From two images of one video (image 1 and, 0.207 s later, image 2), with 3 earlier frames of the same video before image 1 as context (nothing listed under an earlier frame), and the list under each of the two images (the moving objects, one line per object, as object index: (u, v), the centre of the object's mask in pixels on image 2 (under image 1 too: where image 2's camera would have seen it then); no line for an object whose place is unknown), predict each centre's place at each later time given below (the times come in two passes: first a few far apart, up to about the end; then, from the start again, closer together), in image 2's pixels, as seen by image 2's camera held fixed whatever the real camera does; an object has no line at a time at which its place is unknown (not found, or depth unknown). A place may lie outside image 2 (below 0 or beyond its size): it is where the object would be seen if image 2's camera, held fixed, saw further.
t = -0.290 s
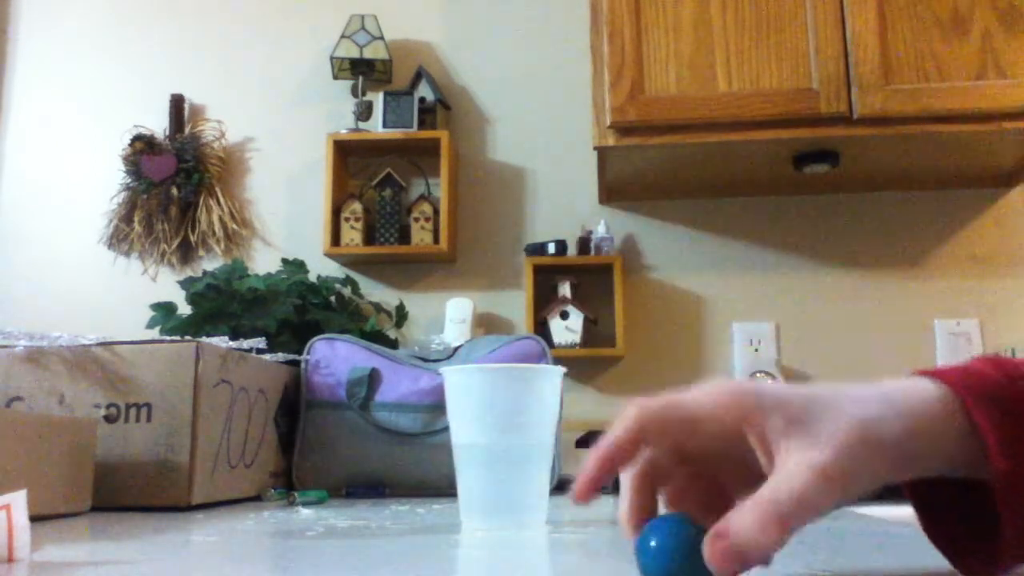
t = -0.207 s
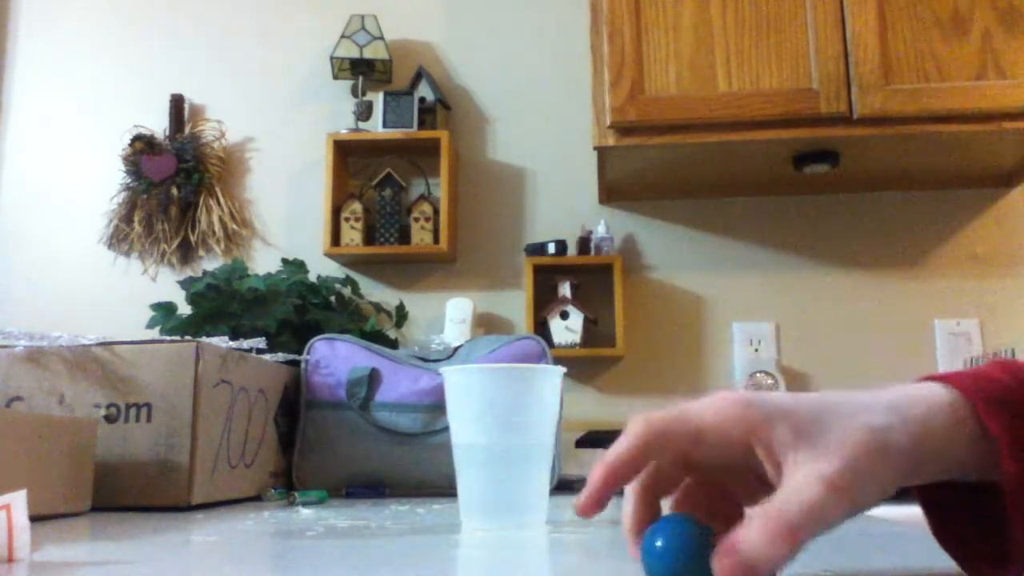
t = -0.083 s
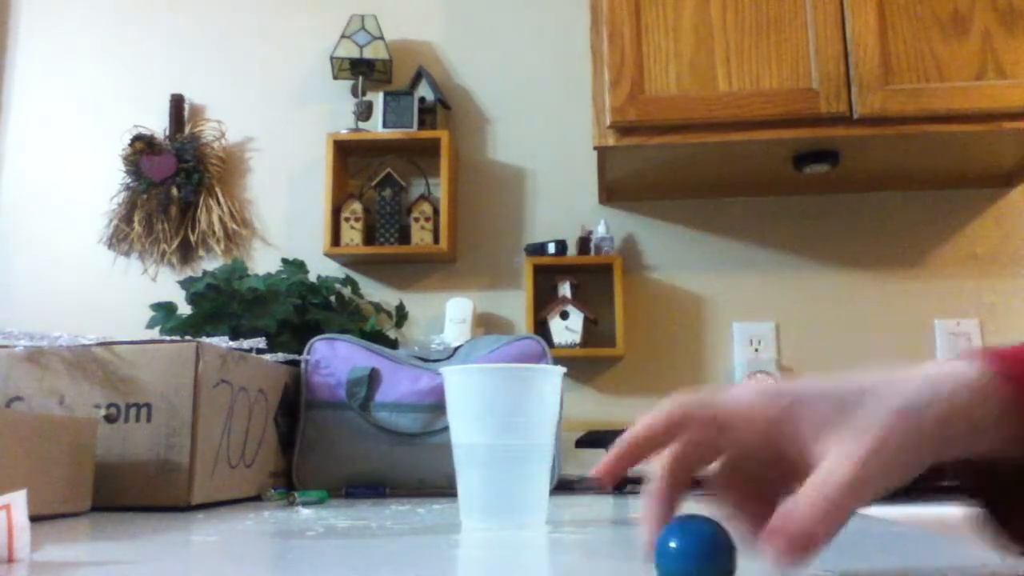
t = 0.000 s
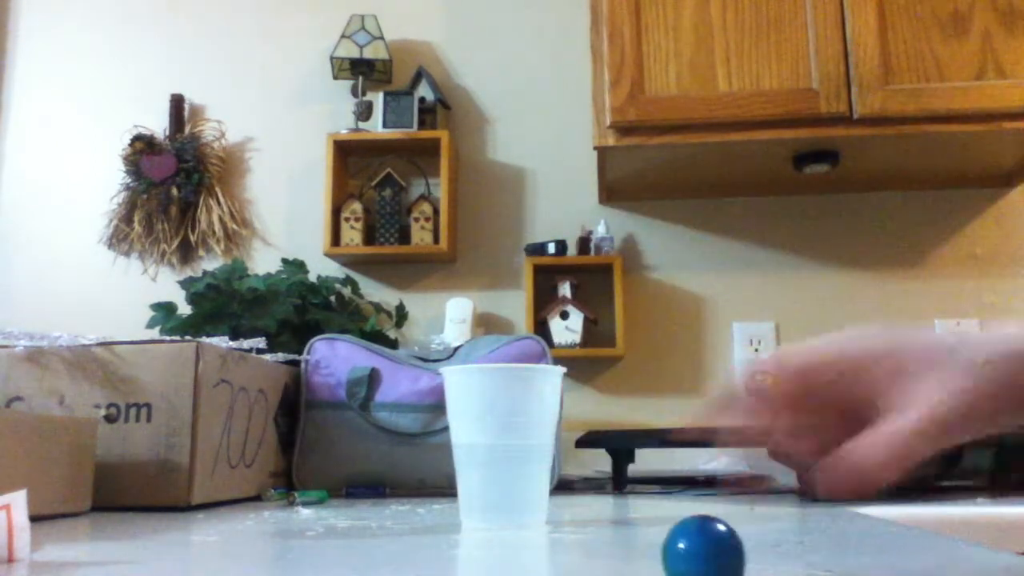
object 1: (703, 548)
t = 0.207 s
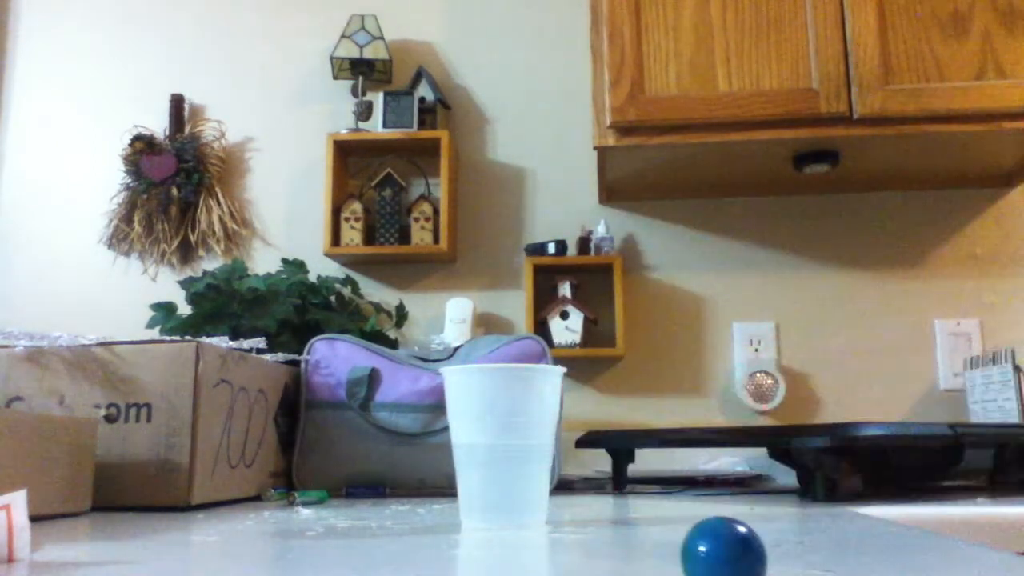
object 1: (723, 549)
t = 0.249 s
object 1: (728, 549)
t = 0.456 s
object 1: (734, 550)
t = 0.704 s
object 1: (742, 550)
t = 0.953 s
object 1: (727, 550)
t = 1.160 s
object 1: (730, 551)
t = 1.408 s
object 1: (720, 550)
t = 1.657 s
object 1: (728, 551)
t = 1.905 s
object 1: (729, 550)
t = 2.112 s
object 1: (729, 550)
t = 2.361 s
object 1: (731, 550)
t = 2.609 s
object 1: (731, 550)
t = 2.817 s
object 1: (730, 550)
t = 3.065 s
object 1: (730, 550)
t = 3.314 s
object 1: (729, 550)
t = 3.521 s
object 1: (729, 550)
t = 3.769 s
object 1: (729, 550)
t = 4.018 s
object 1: (729, 550)
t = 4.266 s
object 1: (729, 550)
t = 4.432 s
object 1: (729, 550)
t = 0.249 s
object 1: (728, 549)
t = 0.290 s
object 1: (733, 549)
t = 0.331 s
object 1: (735, 549)
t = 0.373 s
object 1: (734, 550)
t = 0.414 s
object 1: (733, 550)
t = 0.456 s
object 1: (734, 550)
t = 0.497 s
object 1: (736, 550)
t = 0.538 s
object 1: (740, 550)
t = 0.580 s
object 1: (742, 550)
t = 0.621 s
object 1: (743, 550)
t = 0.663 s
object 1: (743, 550)
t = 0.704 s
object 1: (742, 550)
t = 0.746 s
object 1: (739, 550)
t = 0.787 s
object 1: (736, 550)
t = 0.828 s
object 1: (732, 550)
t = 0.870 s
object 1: (728, 550)
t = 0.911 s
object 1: (727, 550)
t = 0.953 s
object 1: (727, 550)
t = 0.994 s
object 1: (729, 550)
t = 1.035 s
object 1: (730, 550)
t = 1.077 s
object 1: (730, 551)
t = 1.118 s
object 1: (730, 551)
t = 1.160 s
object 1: (730, 551)
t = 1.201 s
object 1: (728, 551)
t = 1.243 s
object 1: (726, 551)
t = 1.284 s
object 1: (723, 550)
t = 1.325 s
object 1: (721, 550)
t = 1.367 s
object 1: (719, 550)
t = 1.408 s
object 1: (720, 550)
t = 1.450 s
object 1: (722, 550)
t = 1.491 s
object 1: (724, 550)
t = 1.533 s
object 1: (726, 550)
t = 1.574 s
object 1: (727, 551)
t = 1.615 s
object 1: (727, 551)
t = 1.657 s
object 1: (728, 551)
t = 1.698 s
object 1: (727, 550)
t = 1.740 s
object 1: (726, 550)
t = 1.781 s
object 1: (724, 550)
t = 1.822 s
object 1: (725, 550)
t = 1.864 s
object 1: (727, 550)
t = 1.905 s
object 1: (729, 550)
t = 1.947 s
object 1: (731, 550)
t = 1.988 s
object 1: (731, 550)
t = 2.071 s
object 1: (731, 550)
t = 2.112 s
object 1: (729, 550)
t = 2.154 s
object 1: (728, 550)
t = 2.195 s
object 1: (729, 550)
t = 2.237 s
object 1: (731, 550)
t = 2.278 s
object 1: (732, 550)
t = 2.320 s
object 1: (732, 550)
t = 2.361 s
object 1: (731, 550)
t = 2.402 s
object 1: (730, 550)
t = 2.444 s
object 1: (729, 550)
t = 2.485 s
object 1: (730, 550)
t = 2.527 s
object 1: (731, 550)
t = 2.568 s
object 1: (731, 550)
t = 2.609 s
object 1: (731, 550)
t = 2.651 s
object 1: (730, 550)
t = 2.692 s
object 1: (729, 550)
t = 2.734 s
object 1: (729, 550)
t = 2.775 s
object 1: (730, 550)
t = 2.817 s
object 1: (730, 550)
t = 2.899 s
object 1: (730, 550)
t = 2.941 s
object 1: (729, 550)
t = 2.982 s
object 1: (730, 550)
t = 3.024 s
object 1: (730, 550)
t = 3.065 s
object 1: (730, 550)
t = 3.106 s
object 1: (730, 550)
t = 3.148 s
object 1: (730, 550)
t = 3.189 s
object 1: (730, 550)
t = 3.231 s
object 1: (730, 550)
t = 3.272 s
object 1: (730, 550)
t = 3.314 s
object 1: (729, 550)
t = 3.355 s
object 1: (729, 550)
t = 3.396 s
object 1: (730, 550)
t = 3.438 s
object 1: (730, 550)
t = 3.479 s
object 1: (729, 550)
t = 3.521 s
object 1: (729, 550)
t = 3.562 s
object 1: (730, 550)
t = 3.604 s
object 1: (730, 550)
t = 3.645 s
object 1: (729, 550)
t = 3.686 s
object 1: (729, 550)
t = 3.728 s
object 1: (730, 550)
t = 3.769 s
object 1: (729, 550)
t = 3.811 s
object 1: (729, 550)
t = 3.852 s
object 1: (730, 550)
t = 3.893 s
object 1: (729, 550)
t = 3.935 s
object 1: (729, 550)
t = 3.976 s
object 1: (729, 550)
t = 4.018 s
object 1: (729, 550)
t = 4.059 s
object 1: (729, 550)
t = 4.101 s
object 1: (729, 550)
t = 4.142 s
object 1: (729, 550)
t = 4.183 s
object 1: (729, 550)
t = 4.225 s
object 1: (729, 550)
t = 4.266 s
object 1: (729, 550)
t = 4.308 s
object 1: (729, 550)
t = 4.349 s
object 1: (729, 550)
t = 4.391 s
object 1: (729, 550)
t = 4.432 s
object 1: (729, 550)
